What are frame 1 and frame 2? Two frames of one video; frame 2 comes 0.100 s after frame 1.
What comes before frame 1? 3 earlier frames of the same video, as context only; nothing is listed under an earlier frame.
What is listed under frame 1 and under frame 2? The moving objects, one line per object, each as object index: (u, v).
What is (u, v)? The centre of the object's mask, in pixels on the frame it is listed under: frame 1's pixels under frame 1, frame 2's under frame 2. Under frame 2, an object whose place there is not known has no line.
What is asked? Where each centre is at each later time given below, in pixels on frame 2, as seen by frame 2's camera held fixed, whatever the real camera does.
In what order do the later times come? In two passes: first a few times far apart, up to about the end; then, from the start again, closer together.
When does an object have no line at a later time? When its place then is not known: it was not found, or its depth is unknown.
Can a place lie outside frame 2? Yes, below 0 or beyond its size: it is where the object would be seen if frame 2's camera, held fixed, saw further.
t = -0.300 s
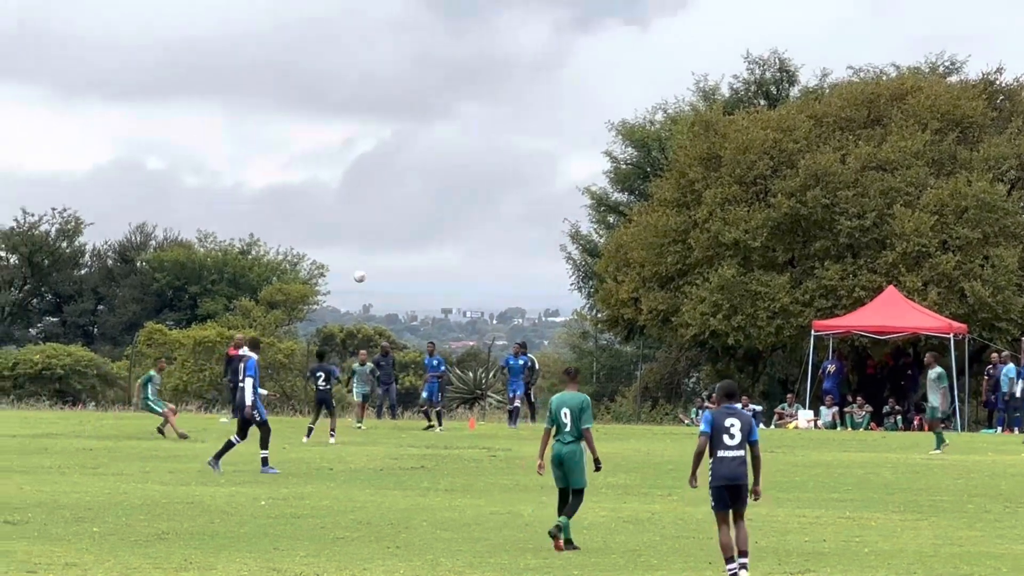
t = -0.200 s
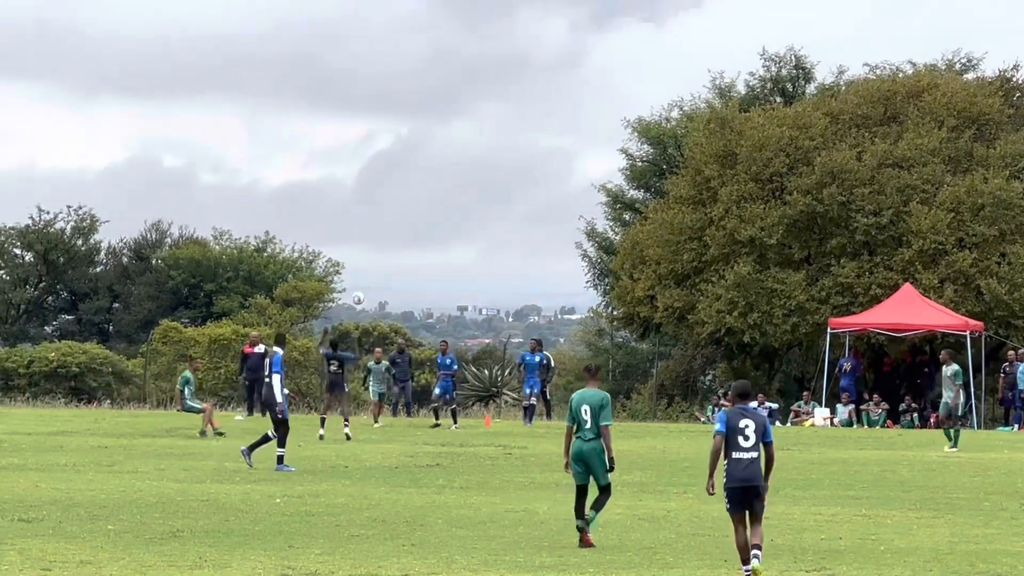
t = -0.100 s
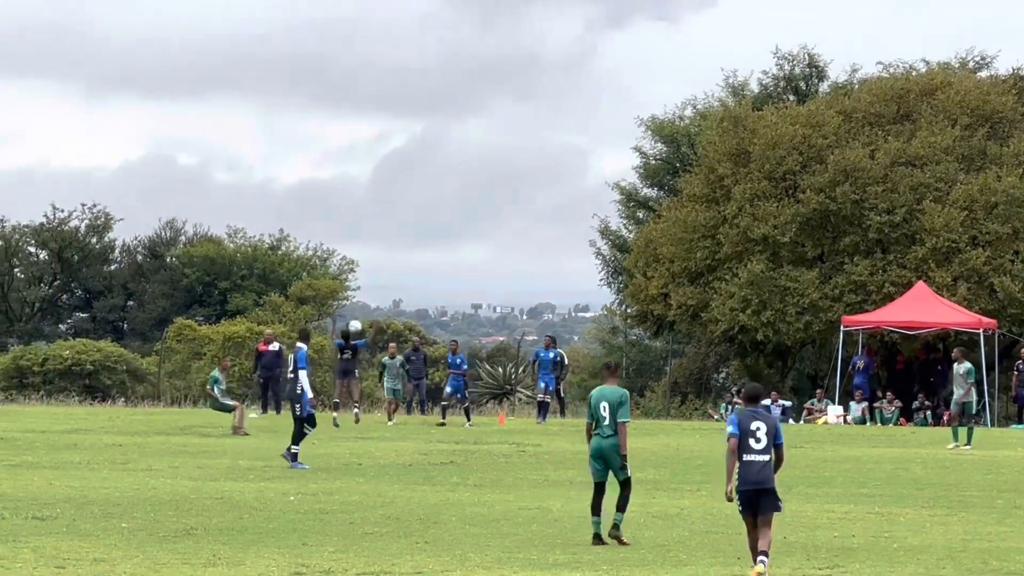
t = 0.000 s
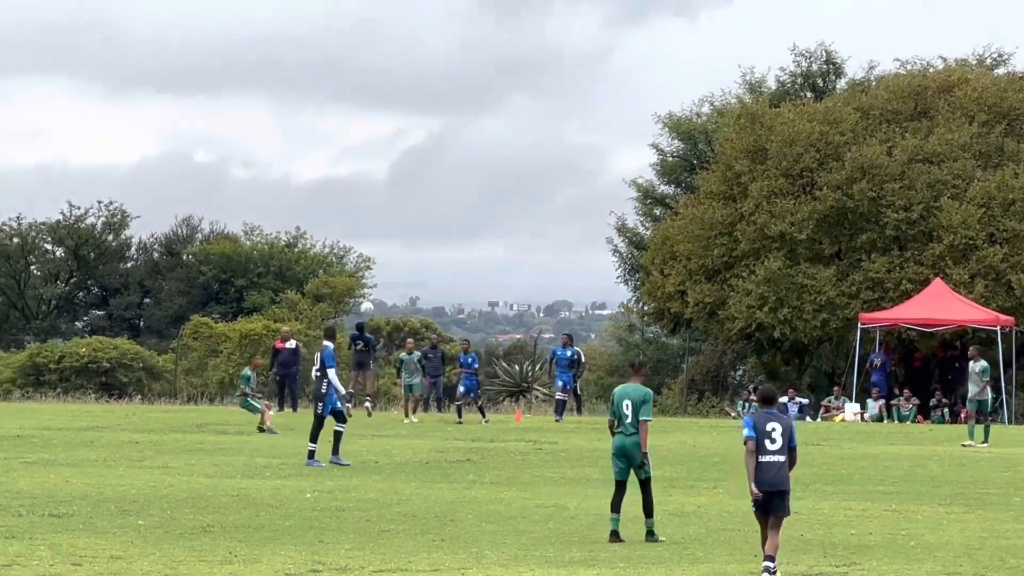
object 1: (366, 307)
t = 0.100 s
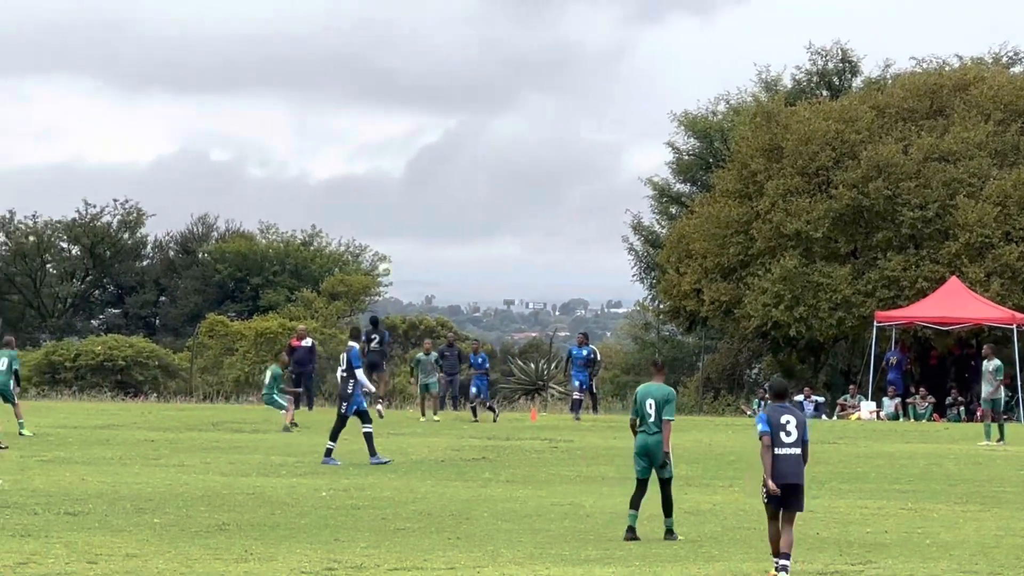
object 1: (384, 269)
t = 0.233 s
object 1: (386, 230)
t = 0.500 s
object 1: (389, 183)
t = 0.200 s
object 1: (385, 239)
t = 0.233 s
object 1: (386, 230)
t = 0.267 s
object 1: (386, 222)
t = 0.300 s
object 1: (387, 214)
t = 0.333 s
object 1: (387, 208)
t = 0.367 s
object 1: (388, 201)
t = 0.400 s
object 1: (388, 196)
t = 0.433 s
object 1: (389, 191)
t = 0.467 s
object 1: (389, 187)
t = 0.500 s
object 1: (389, 183)
